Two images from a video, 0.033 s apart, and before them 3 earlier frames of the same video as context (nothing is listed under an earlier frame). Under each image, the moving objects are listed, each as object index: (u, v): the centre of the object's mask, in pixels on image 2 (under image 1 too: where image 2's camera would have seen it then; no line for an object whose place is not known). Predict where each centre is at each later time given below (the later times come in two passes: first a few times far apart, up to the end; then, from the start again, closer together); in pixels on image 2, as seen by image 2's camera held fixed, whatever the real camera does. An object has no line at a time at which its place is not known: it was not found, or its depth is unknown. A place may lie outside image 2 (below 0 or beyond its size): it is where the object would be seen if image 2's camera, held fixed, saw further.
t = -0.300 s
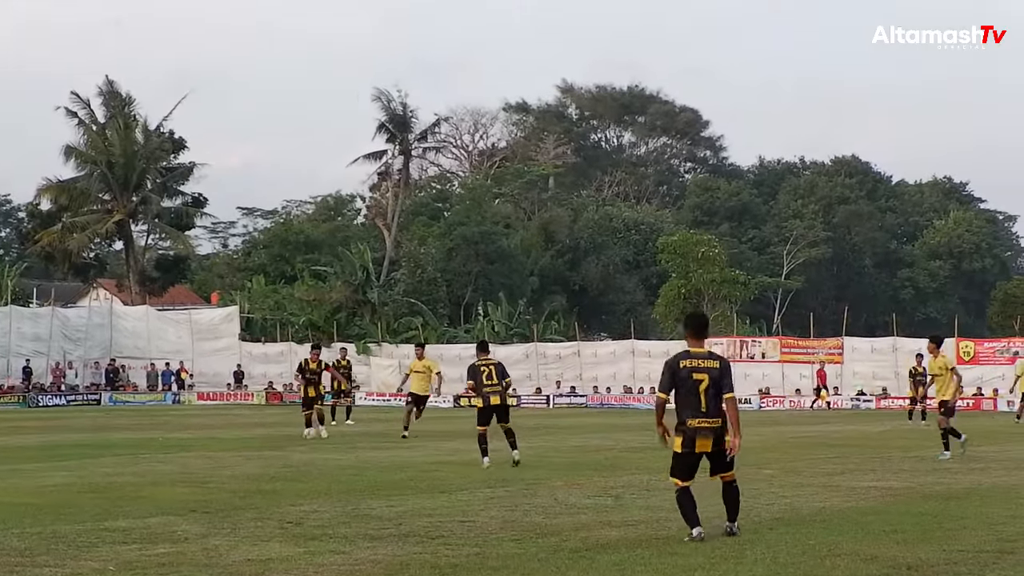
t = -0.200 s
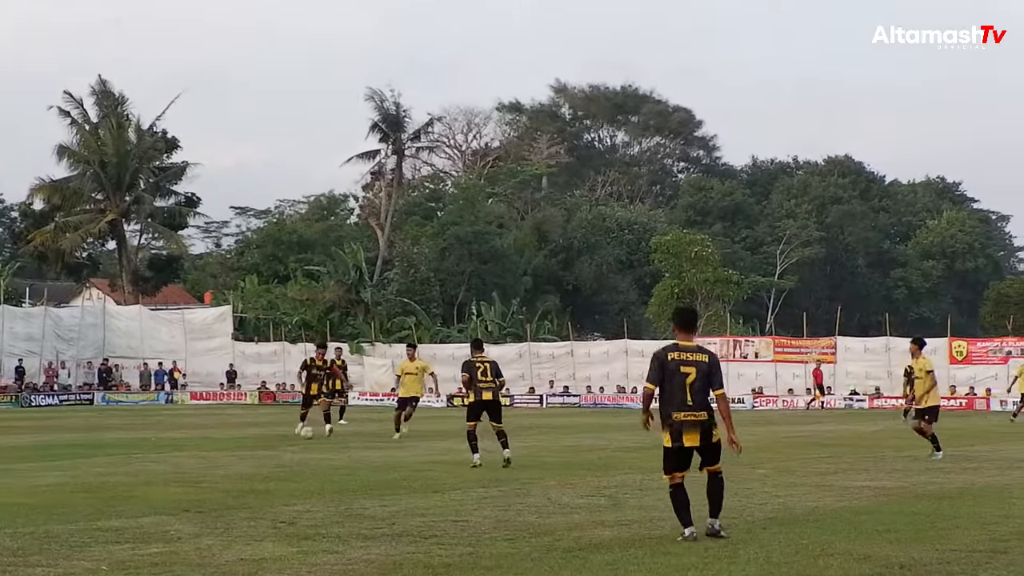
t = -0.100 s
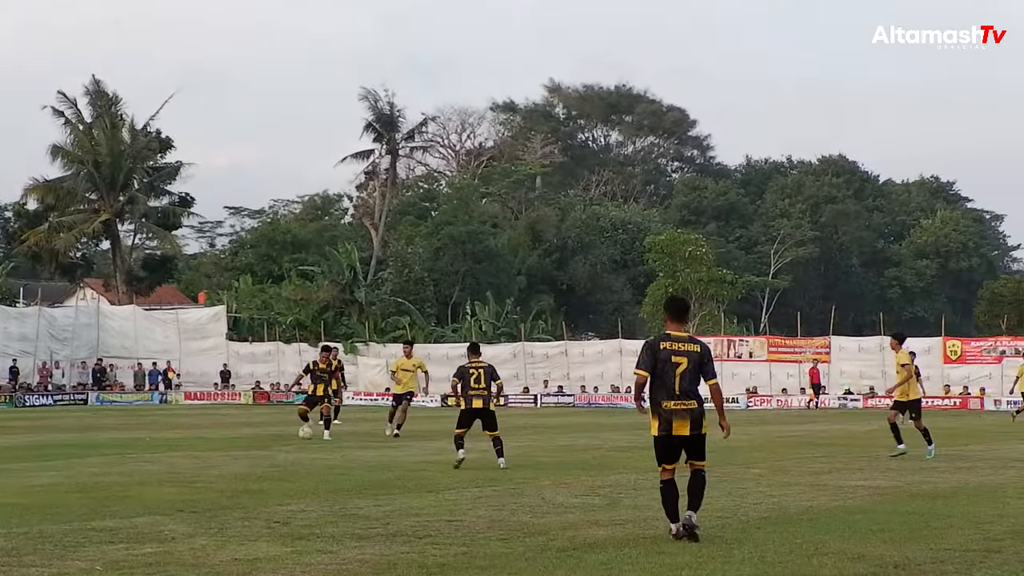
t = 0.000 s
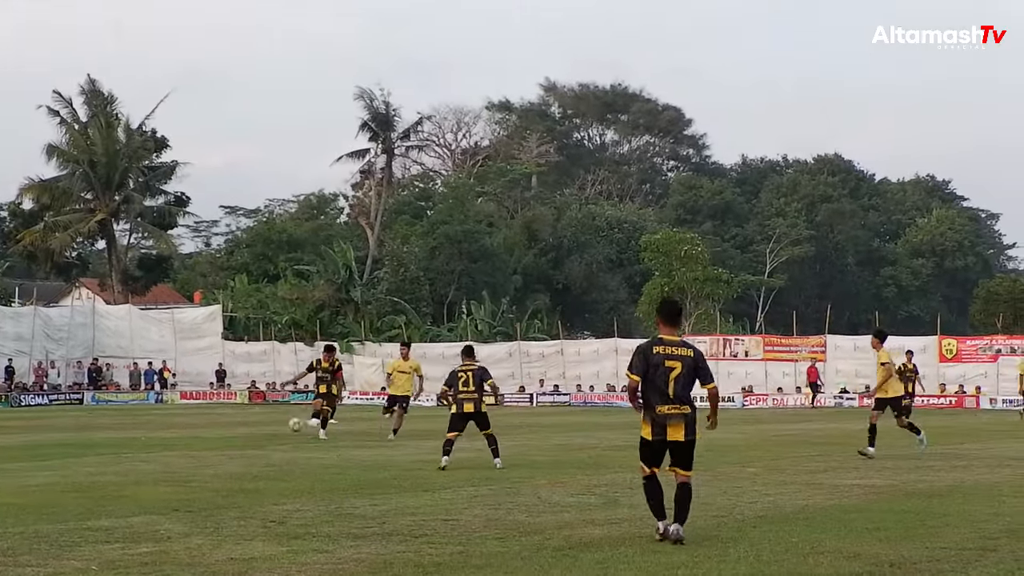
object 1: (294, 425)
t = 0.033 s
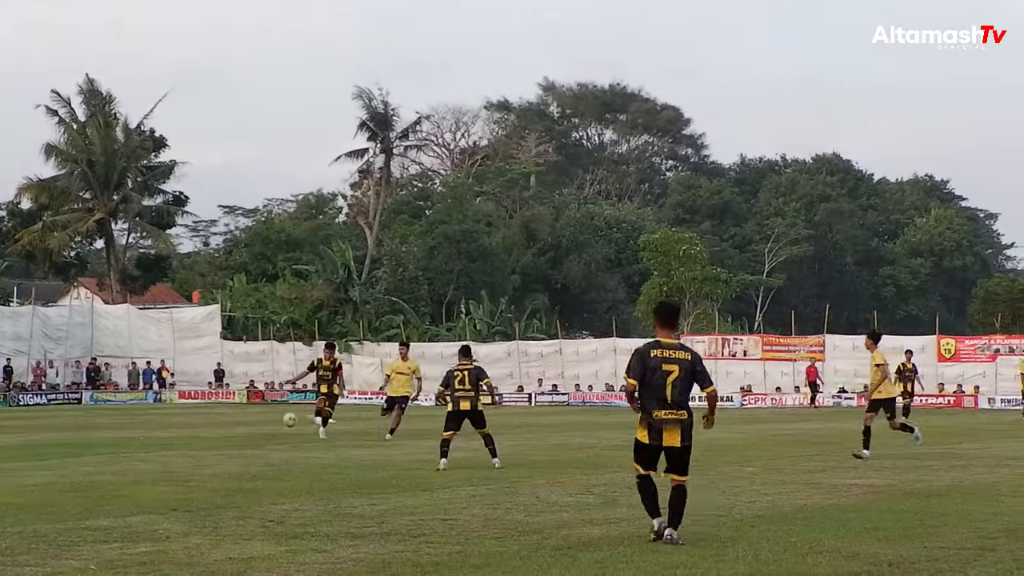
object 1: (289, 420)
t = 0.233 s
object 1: (263, 404)
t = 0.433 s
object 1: (235, 423)
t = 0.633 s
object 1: (211, 463)
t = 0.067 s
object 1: (285, 416)
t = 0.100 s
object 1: (281, 412)
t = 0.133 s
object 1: (276, 409)
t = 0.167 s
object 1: (273, 407)
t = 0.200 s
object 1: (268, 405)
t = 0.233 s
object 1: (263, 404)
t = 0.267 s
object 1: (259, 404)
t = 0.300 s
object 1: (254, 406)
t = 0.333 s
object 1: (250, 408)
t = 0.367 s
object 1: (245, 412)
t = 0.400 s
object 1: (240, 417)
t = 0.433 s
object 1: (235, 423)
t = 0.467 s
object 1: (230, 430)
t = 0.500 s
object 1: (225, 437)
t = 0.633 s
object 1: (211, 463)
